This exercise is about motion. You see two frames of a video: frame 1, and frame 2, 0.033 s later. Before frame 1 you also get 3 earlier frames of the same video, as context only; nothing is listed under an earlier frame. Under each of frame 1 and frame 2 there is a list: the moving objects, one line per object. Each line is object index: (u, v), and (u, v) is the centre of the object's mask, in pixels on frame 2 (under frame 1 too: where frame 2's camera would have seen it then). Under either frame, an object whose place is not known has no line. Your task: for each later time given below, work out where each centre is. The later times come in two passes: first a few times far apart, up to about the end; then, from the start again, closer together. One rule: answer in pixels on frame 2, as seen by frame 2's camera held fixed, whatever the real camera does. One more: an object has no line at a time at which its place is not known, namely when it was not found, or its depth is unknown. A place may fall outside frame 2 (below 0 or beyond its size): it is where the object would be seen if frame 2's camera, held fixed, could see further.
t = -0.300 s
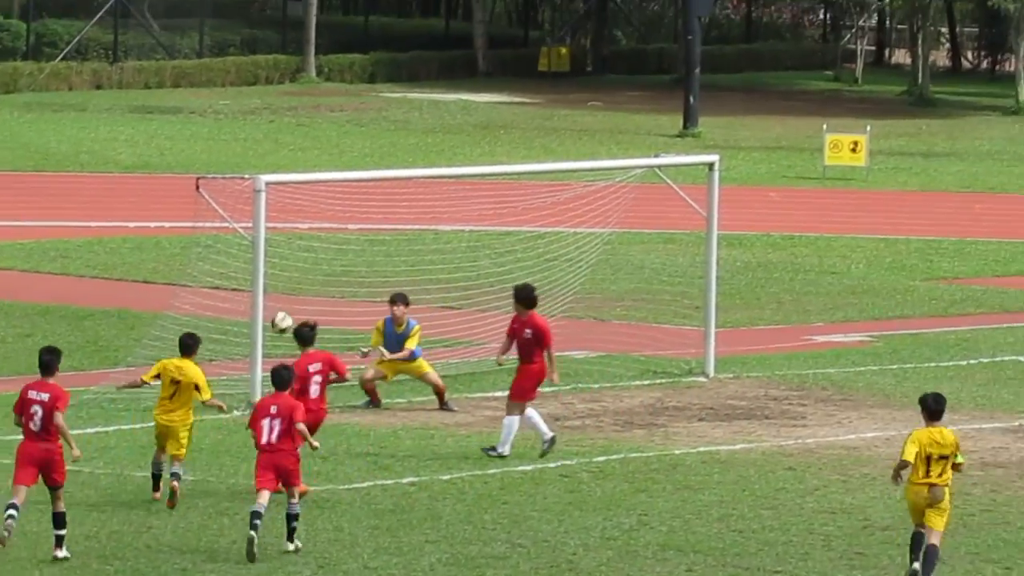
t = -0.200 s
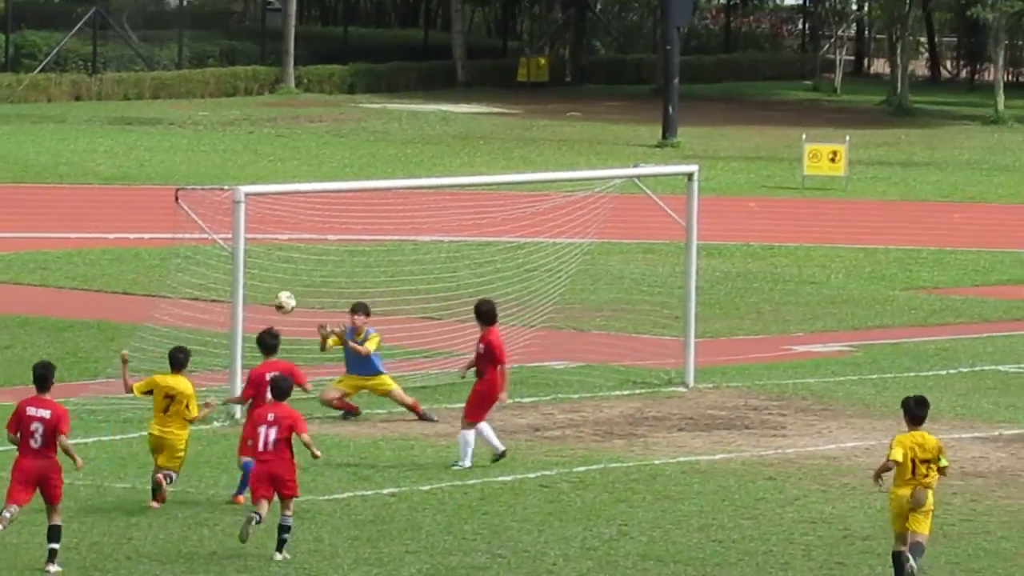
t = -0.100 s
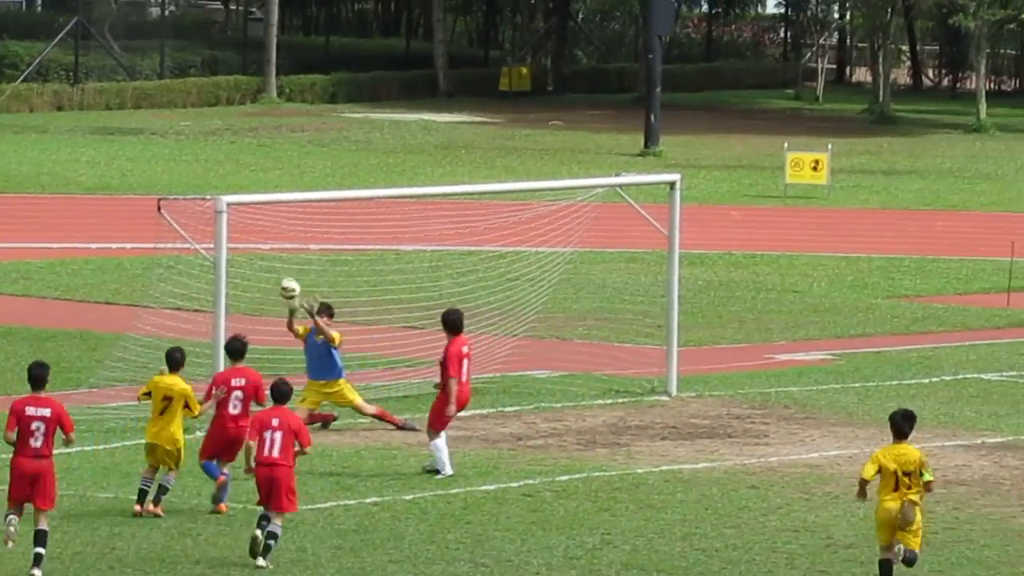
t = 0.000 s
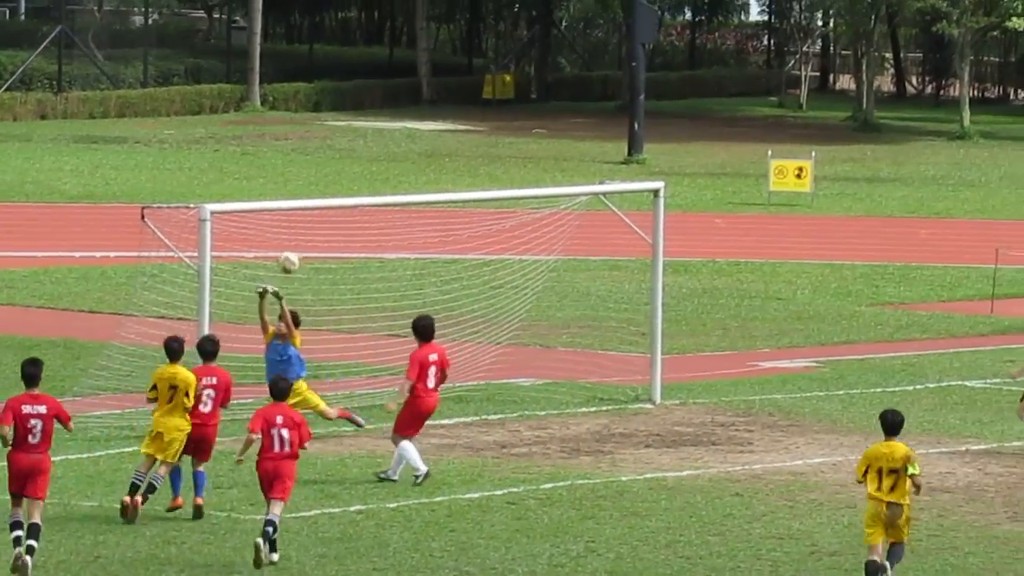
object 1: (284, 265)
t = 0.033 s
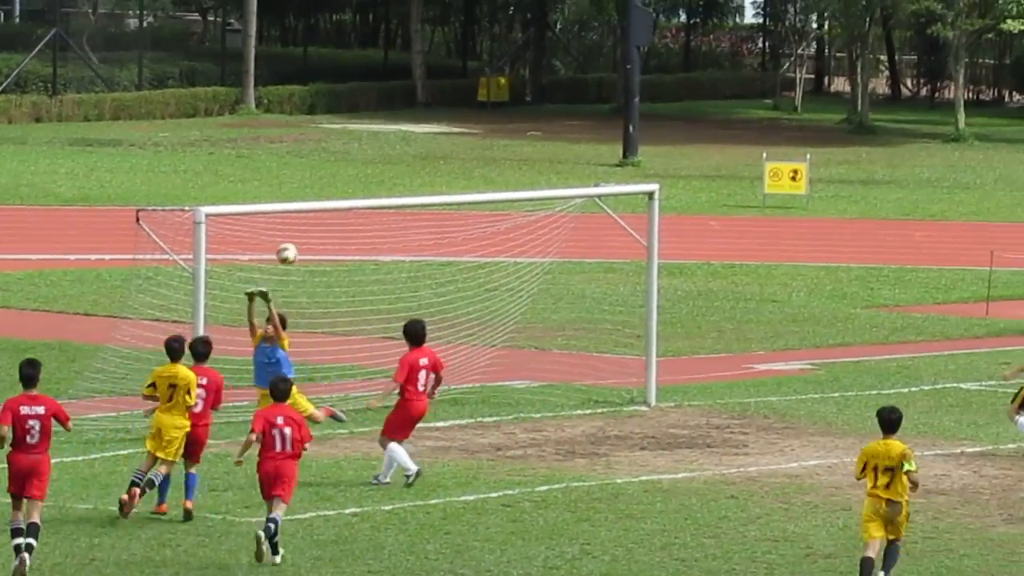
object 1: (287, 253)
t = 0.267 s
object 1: (332, 228)
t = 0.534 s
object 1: (408, 290)
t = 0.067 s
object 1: (292, 244)
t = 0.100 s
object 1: (294, 235)
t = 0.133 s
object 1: (299, 228)
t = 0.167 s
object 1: (306, 225)
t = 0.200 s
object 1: (314, 224)
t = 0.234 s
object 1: (322, 226)
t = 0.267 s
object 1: (332, 228)
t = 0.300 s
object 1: (342, 232)
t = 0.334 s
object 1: (351, 237)
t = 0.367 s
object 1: (361, 244)
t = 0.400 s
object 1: (370, 251)
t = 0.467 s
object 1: (390, 267)
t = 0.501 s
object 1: (398, 280)
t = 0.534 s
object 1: (408, 290)
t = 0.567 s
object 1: (418, 302)
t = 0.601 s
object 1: (425, 315)
